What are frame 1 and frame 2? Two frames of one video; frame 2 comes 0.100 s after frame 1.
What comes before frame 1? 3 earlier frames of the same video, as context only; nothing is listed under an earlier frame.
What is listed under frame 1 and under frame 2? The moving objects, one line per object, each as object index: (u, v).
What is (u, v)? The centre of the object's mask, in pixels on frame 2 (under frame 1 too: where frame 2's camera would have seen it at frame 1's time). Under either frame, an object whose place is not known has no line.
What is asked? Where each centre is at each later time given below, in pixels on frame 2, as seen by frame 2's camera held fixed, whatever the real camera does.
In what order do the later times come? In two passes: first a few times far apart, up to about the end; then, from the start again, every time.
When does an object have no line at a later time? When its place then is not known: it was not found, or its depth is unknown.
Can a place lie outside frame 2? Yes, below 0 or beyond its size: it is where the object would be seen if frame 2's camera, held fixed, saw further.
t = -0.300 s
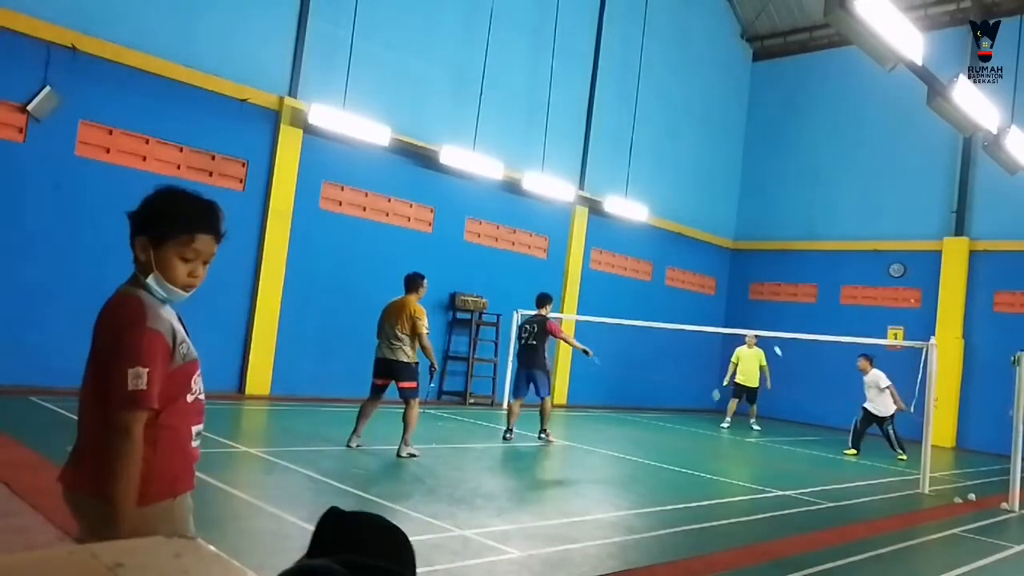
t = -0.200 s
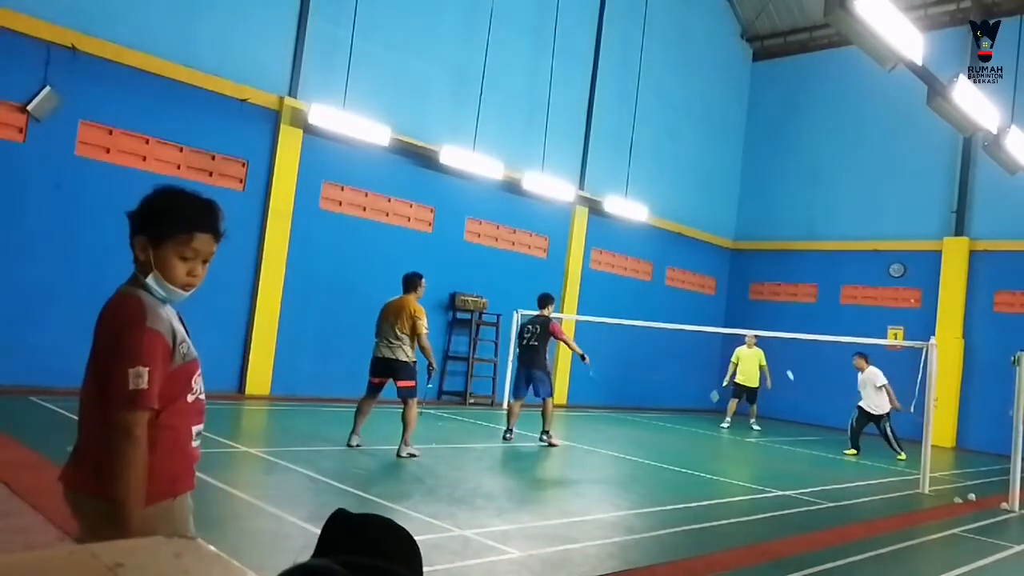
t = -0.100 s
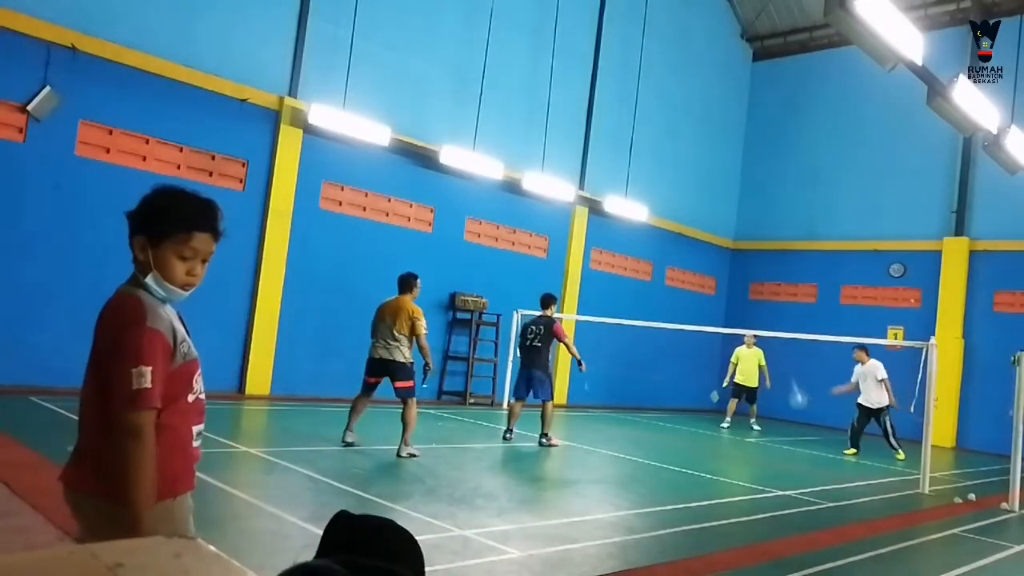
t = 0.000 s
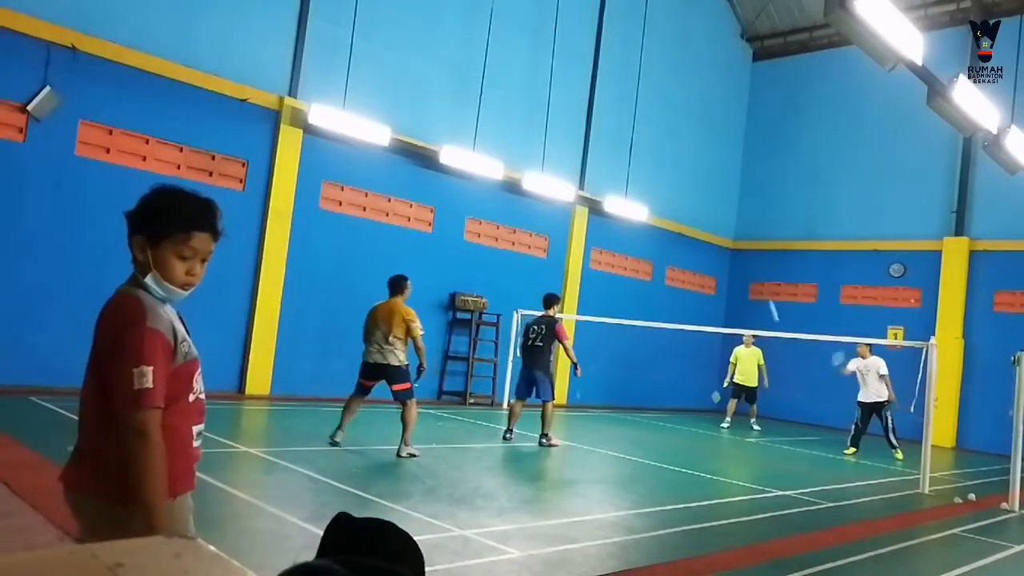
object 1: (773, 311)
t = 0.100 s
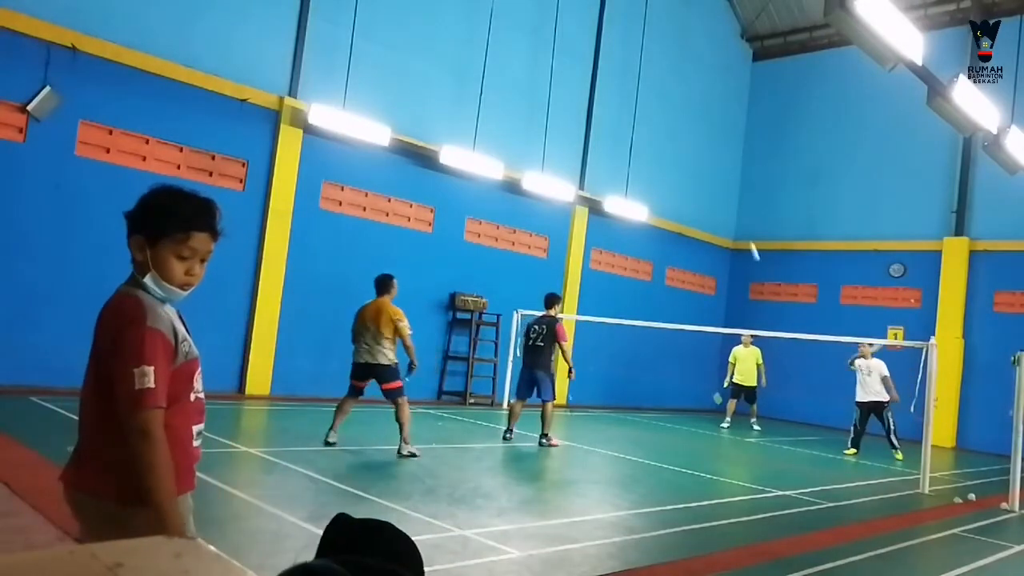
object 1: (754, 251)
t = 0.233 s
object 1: (729, 192)
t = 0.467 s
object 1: (687, 131)
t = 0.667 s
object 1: (646, 123)
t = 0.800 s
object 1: (615, 143)
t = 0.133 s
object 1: (747, 234)
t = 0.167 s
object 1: (741, 219)
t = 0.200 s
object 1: (735, 205)
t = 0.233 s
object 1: (729, 192)
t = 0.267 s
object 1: (723, 180)
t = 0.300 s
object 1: (717, 169)
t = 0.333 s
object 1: (711, 159)
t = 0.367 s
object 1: (705, 151)
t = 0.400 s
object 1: (699, 143)
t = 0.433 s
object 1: (693, 137)
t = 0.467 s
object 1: (687, 131)
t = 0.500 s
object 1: (680, 127)
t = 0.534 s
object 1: (673, 123)
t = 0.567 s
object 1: (667, 122)
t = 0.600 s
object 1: (660, 121)
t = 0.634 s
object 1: (653, 121)
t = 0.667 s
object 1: (646, 123)
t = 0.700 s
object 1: (638, 126)
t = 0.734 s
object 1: (631, 130)
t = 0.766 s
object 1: (623, 136)
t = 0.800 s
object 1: (615, 143)
